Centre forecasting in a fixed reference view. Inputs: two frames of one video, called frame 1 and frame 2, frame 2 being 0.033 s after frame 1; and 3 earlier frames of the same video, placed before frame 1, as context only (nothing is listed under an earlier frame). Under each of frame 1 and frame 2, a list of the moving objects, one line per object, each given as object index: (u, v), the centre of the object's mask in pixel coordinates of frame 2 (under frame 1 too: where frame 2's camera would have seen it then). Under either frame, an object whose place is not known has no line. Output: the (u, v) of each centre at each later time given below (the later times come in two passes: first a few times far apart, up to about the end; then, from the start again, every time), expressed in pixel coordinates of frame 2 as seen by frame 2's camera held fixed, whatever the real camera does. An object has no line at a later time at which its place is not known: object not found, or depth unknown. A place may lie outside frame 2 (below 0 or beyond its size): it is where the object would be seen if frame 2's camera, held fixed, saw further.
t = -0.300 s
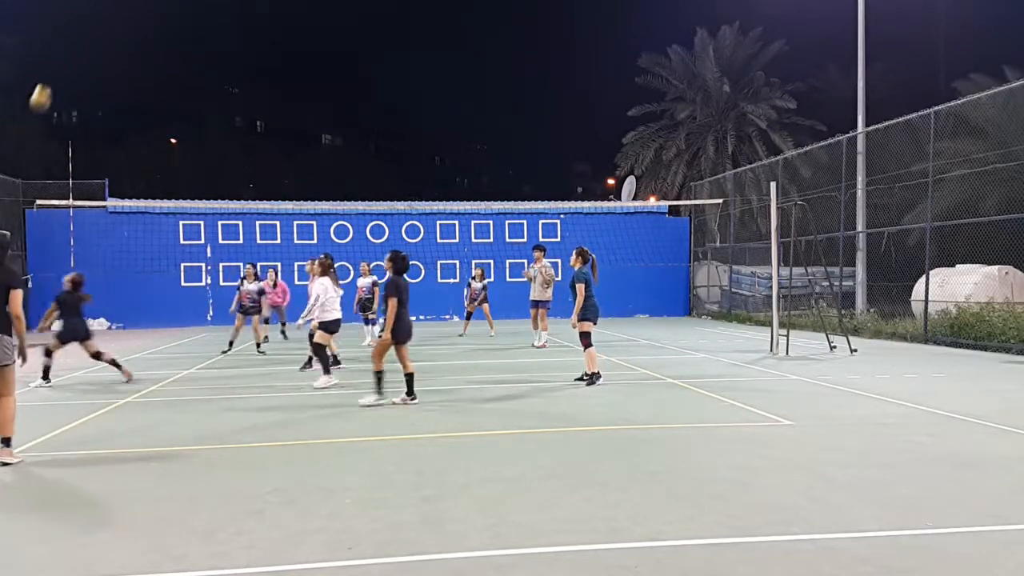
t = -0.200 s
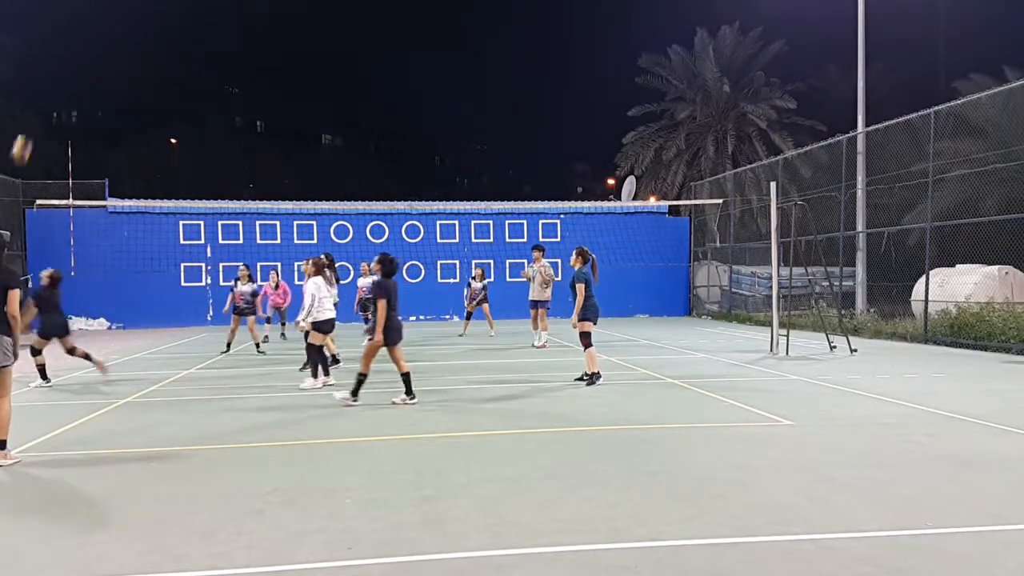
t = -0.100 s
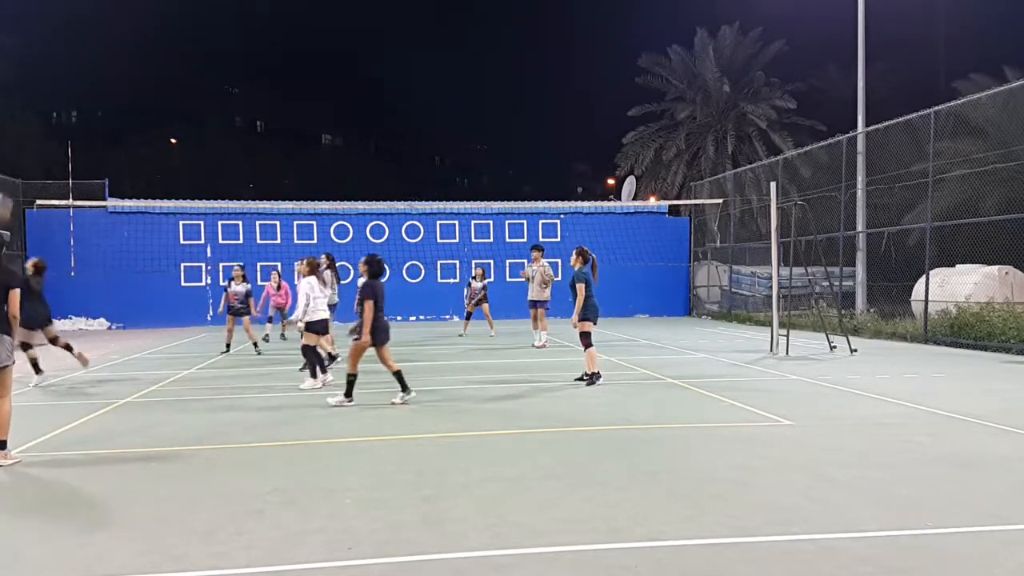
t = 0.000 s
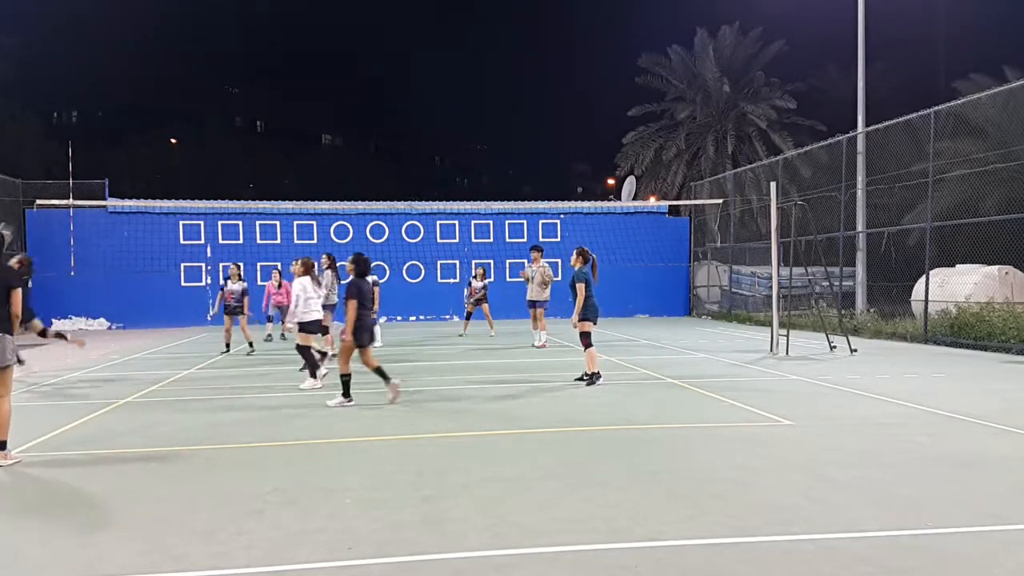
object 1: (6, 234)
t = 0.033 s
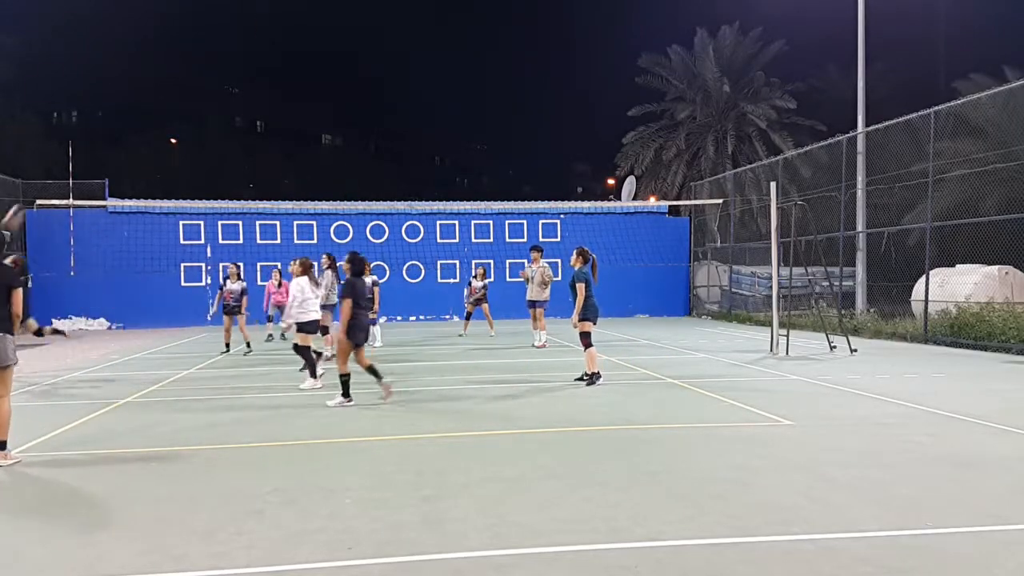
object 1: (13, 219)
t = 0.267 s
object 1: (105, 117)
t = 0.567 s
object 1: (212, 61)
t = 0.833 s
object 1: (296, 70)
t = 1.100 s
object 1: (372, 127)
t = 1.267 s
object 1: (412, 182)
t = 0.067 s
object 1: (27, 199)
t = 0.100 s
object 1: (40, 183)
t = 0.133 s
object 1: (54, 168)
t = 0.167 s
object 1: (67, 153)
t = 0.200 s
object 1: (80, 141)
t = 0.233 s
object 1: (92, 129)
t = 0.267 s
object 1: (105, 117)
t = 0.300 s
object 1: (117, 107)
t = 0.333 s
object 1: (130, 98)
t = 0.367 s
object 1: (142, 90)
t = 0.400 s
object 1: (153, 83)
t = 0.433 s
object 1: (165, 77)
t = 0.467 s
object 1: (177, 71)
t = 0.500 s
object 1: (189, 67)
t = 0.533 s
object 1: (201, 64)
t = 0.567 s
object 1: (212, 61)
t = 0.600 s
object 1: (223, 59)
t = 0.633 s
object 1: (234, 58)
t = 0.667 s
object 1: (245, 58)
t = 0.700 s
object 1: (256, 59)
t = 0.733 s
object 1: (266, 61)
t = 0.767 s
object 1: (277, 63)
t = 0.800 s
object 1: (286, 67)
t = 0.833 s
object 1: (296, 70)
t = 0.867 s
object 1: (307, 75)
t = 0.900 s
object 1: (317, 80)
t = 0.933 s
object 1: (326, 87)
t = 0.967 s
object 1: (335, 93)
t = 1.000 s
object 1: (345, 101)
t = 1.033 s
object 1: (354, 109)
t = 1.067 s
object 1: (363, 117)
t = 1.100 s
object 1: (372, 127)
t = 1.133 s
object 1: (380, 137)
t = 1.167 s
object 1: (389, 148)
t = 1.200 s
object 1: (396, 159)
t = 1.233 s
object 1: (404, 170)
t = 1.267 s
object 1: (412, 182)
